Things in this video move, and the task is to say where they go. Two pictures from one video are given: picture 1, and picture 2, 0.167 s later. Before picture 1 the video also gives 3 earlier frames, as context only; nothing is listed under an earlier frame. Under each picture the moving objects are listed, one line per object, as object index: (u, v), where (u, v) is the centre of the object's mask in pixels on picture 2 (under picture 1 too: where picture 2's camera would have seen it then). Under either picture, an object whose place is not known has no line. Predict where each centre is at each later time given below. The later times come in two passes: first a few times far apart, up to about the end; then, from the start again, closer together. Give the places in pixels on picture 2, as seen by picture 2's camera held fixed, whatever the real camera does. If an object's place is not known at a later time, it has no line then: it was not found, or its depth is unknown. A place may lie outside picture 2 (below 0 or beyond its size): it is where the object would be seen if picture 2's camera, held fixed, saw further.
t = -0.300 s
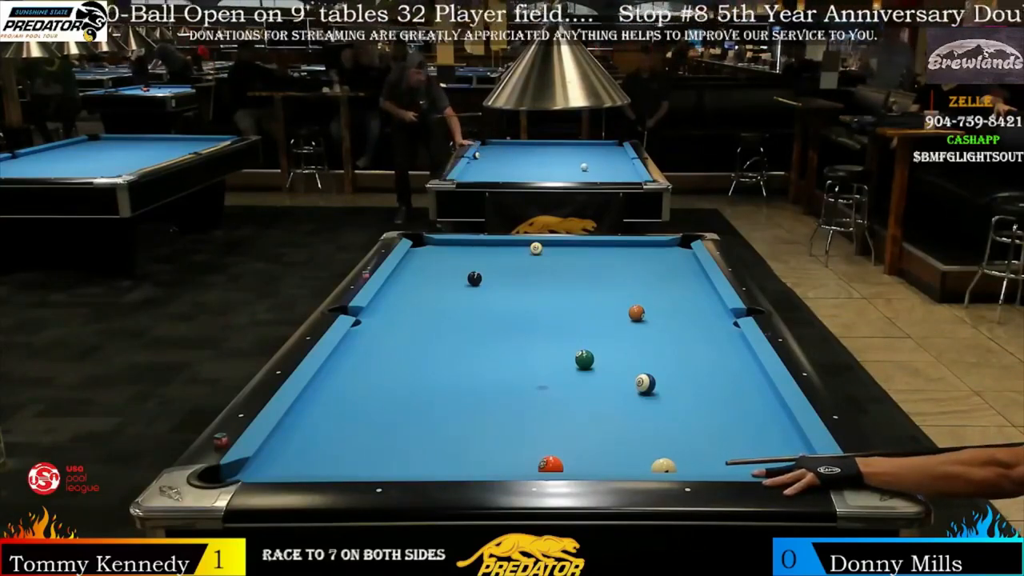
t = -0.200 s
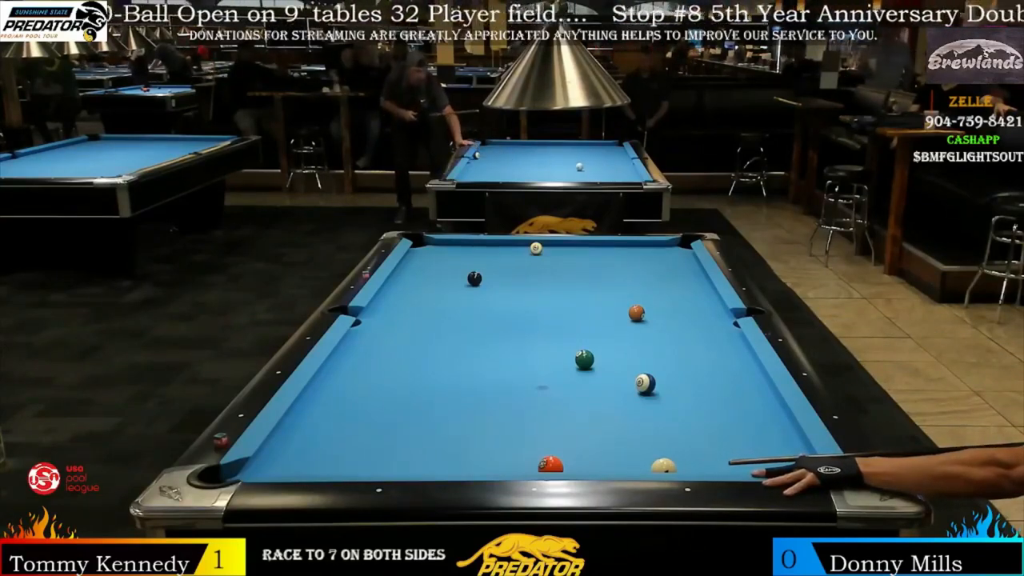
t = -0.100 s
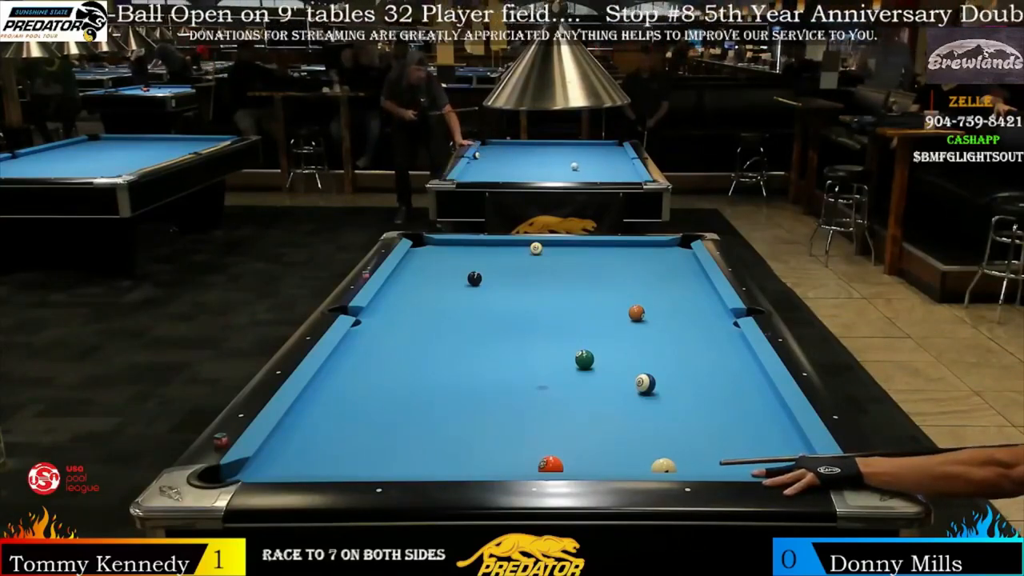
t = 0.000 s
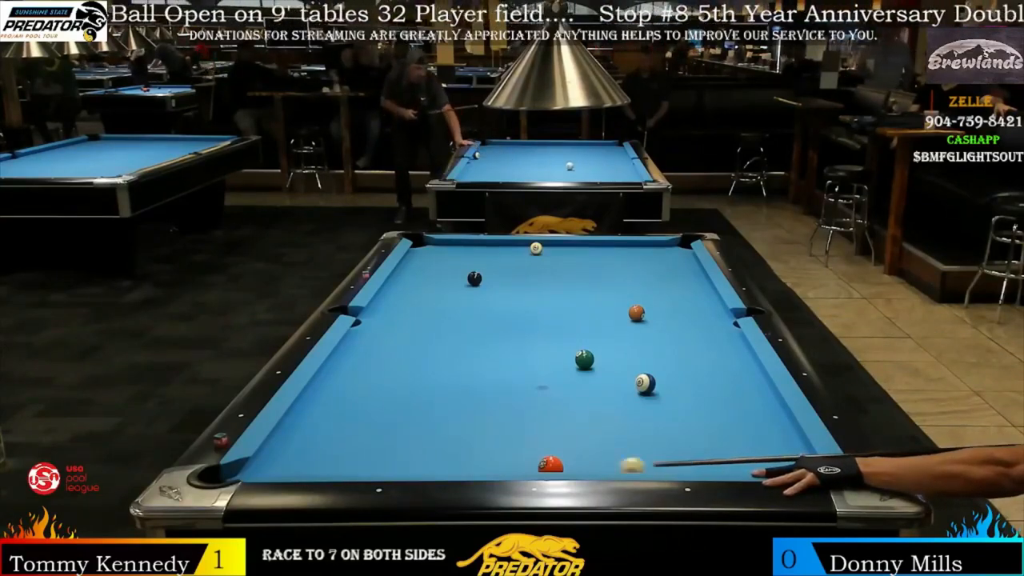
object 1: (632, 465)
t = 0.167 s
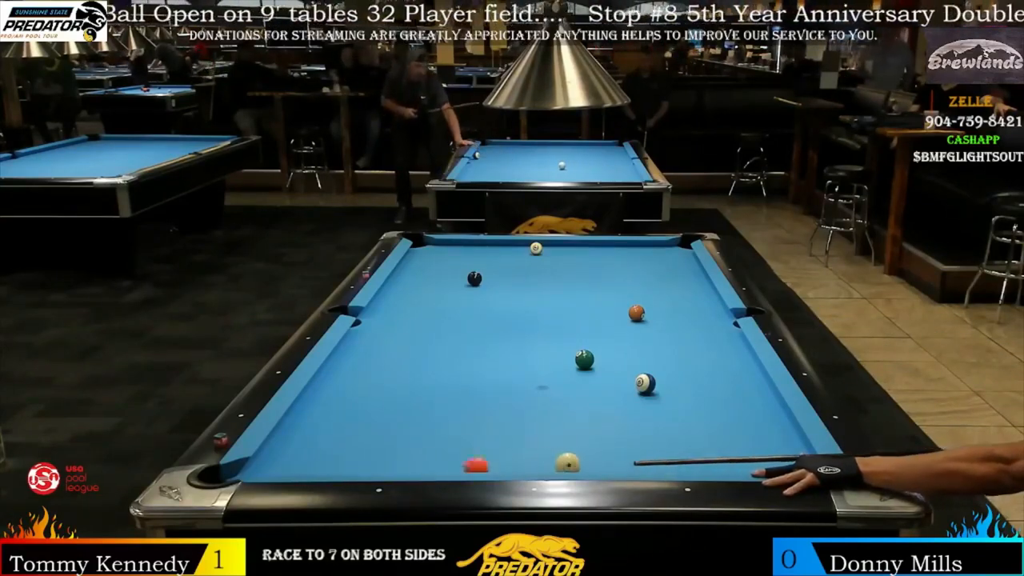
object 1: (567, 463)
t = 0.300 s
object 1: (540, 461)
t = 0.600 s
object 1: (481, 454)
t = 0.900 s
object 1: (426, 447)
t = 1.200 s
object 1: (376, 441)
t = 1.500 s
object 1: (330, 435)
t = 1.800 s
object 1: (288, 429)
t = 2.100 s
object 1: (316, 424)
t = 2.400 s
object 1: (343, 420)
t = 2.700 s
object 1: (367, 416)
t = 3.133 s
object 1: (396, 412)
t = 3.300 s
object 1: (404, 411)
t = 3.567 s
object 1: (416, 409)
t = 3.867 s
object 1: (428, 408)
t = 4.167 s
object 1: (436, 407)
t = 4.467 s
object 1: (441, 406)
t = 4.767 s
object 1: (444, 406)
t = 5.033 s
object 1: (444, 406)
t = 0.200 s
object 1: (561, 462)
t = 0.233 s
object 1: (554, 462)
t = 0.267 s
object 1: (547, 461)
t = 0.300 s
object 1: (540, 461)
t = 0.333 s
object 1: (533, 461)
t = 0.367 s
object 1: (526, 460)
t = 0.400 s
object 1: (520, 460)
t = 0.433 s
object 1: (513, 459)
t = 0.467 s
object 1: (506, 459)
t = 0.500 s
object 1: (499, 458)
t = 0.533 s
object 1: (494, 457)
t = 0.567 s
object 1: (487, 456)
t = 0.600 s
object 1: (481, 454)
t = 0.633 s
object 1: (474, 453)
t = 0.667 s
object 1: (468, 452)
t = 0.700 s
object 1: (462, 452)
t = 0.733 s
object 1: (456, 451)
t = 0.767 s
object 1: (450, 450)
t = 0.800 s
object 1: (444, 450)
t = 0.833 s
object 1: (438, 449)
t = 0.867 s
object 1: (432, 448)
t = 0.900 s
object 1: (426, 447)
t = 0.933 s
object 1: (420, 447)
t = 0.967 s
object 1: (414, 446)
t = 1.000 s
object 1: (409, 445)
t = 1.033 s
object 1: (403, 444)
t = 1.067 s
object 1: (397, 443)
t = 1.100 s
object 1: (392, 443)
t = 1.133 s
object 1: (386, 442)
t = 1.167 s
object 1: (381, 441)
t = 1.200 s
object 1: (376, 441)
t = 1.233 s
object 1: (371, 440)
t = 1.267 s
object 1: (365, 439)
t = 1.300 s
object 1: (360, 439)
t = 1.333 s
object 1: (354, 438)
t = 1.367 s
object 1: (349, 437)
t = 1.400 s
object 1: (344, 436)
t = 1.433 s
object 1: (339, 436)
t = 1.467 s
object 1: (335, 435)
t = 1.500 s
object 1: (330, 435)
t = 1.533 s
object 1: (325, 434)
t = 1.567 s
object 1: (320, 433)
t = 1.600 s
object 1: (315, 433)
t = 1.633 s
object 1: (310, 432)
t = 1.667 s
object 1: (306, 431)
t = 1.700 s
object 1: (301, 431)
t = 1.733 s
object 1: (296, 430)
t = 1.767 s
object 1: (292, 429)
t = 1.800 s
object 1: (288, 429)
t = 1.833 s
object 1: (288, 428)
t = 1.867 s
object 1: (292, 428)
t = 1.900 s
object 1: (296, 427)
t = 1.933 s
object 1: (299, 426)
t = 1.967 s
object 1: (303, 425)
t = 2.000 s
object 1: (306, 425)
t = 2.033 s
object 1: (309, 425)
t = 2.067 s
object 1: (312, 424)
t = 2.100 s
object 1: (316, 424)
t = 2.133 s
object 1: (319, 423)
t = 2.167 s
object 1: (322, 423)
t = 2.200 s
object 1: (325, 423)
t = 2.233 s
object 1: (328, 422)
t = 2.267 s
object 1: (331, 422)
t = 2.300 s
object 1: (334, 421)
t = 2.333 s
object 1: (337, 421)
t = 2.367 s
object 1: (340, 421)
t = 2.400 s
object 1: (343, 420)
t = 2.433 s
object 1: (346, 420)
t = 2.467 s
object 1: (348, 419)
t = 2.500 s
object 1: (351, 419)
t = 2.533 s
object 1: (354, 418)
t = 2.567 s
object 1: (356, 418)
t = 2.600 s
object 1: (361, 417)
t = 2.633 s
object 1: (362, 417)
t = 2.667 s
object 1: (364, 417)
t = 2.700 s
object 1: (367, 416)
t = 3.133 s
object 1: (396, 412)
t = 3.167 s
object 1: (397, 412)
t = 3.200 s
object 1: (399, 411)
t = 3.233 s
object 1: (401, 411)
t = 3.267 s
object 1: (402, 411)
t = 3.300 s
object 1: (404, 411)
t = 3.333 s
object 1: (406, 411)
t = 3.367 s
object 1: (408, 410)
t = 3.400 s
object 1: (409, 410)
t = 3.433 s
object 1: (411, 410)
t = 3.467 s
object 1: (412, 410)
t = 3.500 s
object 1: (414, 409)
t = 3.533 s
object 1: (415, 409)
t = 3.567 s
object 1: (416, 409)
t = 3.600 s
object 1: (418, 409)
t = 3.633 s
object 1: (419, 408)
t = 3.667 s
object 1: (421, 408)
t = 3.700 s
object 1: (422, 408)
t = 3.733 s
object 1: (423, 408)
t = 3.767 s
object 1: (424, 408)
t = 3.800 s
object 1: (425, 408)
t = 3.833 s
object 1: (426, 408)
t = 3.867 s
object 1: (428, 408)
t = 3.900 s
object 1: (429, 408)
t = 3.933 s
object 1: (430, 407)
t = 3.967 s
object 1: (431, 407)
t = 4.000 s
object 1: (432, 407)
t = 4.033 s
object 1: (433, 407)
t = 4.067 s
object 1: (433, 407)
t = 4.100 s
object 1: (434, 407)
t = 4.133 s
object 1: (435, 407)
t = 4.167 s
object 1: (436, 407)
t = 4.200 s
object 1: (437, 407)
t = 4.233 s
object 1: (438, 406)
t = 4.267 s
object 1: (438, 406)
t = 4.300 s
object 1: (439, 406)
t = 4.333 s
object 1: (440, 406)
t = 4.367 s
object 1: (440, 406)
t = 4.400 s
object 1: (441, 406)
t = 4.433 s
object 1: (441, 406)
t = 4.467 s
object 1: (441, 406)
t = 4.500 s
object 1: (442, 406)
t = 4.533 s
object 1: (442, 406)
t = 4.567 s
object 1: (443, 406)
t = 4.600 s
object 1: (443, 406)
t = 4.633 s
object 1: (444, 406)
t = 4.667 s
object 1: (444, 406)
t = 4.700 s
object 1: (444, 406)
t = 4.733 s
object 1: (444, 406)
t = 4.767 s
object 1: (444, 406)
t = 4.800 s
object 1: (445, 406)
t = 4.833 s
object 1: (444, 406)
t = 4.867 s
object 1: (445, 406)
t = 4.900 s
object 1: (444, 406)
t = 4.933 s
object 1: (445, 406)
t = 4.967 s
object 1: (444, 406)
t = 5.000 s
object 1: (444, 406)
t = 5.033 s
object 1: (444, 406)
